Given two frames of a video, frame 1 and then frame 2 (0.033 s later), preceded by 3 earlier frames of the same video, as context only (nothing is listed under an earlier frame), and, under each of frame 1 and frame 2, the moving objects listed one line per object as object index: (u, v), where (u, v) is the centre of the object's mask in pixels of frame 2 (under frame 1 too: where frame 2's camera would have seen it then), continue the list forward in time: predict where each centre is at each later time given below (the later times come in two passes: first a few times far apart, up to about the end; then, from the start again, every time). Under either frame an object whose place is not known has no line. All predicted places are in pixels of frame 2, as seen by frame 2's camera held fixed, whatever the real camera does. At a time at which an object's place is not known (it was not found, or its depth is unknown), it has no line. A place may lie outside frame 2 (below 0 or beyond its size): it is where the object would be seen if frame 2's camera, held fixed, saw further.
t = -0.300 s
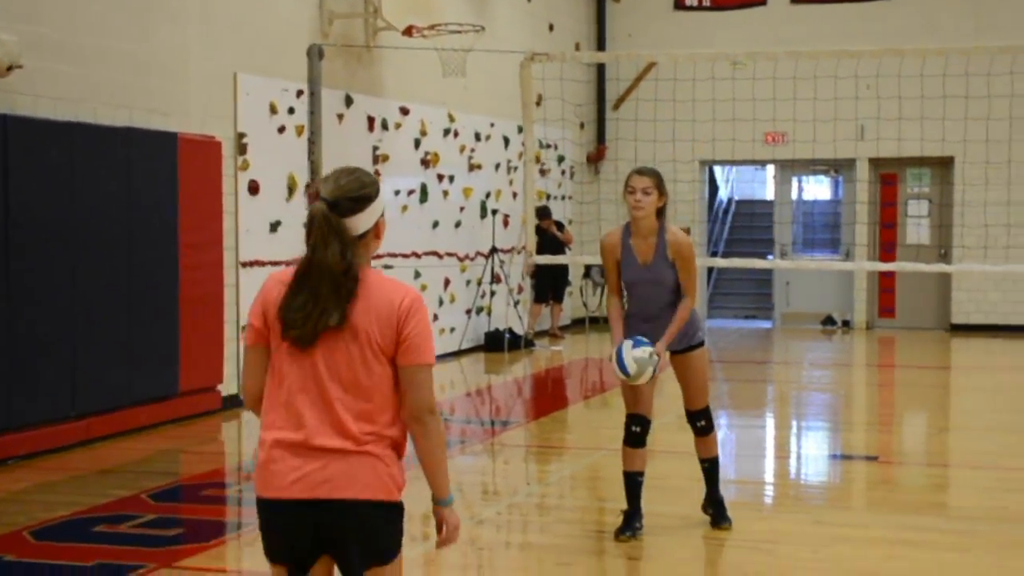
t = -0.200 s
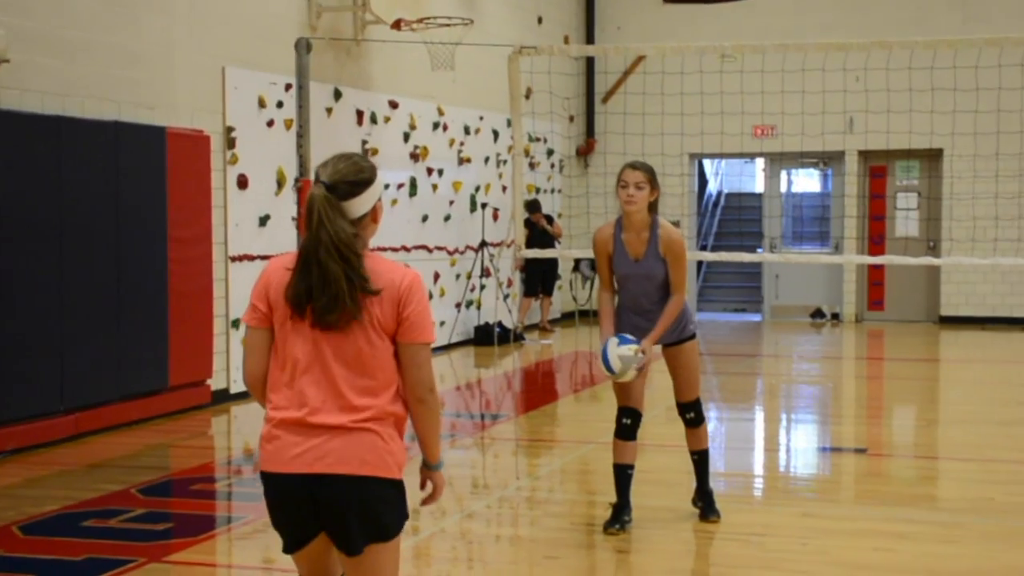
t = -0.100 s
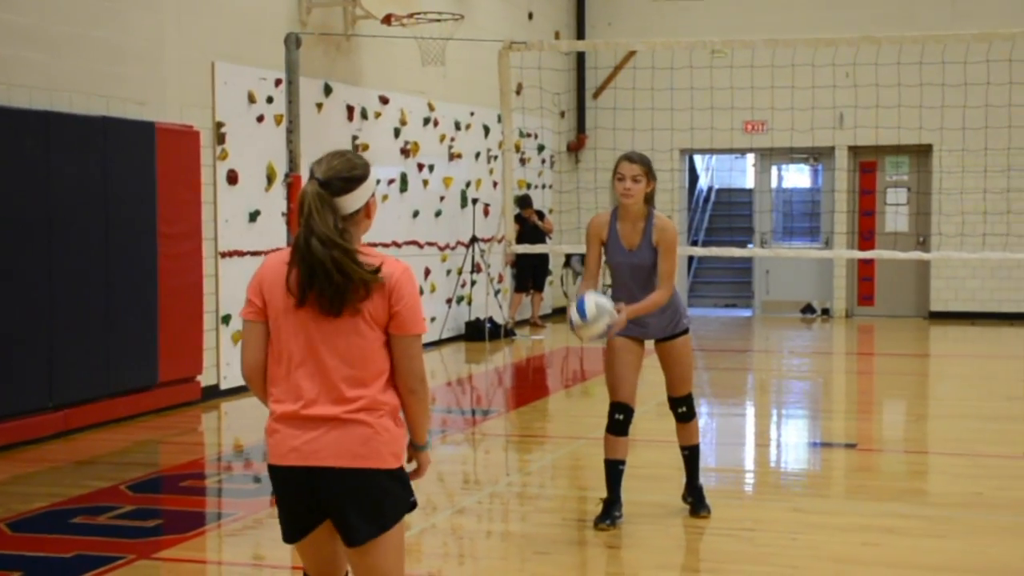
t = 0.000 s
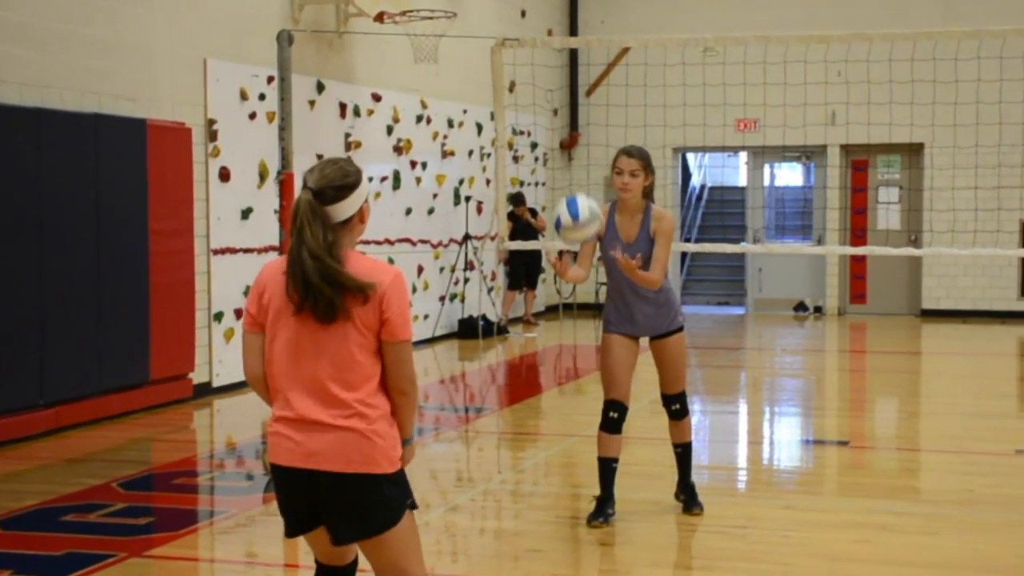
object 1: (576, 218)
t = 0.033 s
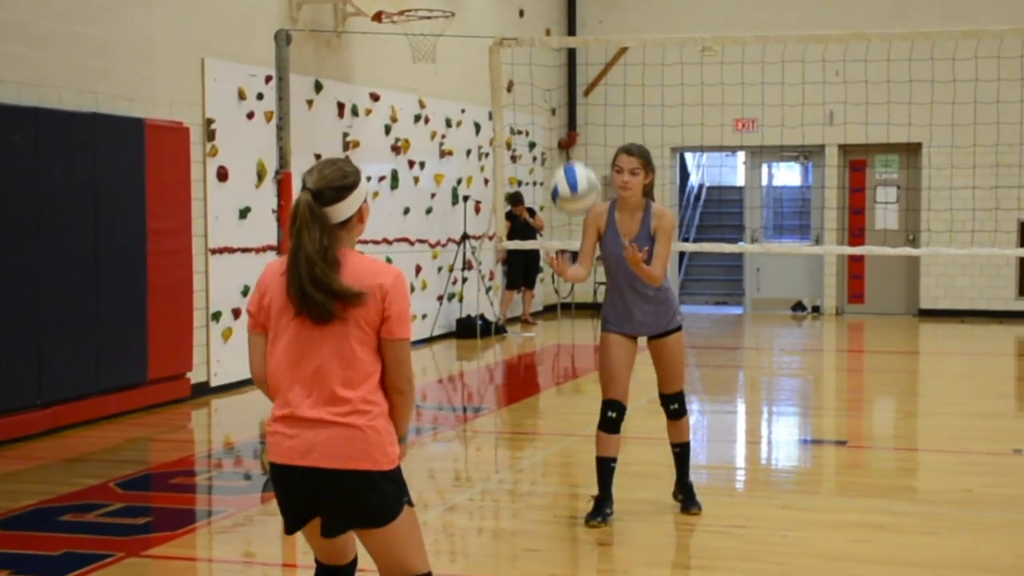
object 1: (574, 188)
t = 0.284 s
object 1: (558, 30)
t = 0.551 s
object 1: (541, 27)
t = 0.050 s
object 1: (573, 174)
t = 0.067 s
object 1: (572, 159)
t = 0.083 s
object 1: (571, 146)
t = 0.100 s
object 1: (569, 132)
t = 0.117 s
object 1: (569, 121)
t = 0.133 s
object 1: (568, 110)
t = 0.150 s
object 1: (566, 98)
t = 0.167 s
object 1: (565, 88)
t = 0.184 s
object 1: (564, 78)
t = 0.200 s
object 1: (563, 68)
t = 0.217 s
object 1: (562, 60)
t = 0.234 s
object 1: (561, 51)
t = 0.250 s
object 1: (559, 43)
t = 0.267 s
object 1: (559, 36)
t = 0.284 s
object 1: (558, 30)
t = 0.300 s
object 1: (557, 25)
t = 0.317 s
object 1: (556, 22)
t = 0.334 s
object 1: (555, 19)
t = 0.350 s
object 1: (554, 17)
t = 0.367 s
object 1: (552, 15)
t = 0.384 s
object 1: (551, 14)
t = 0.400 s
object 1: (550, 14)
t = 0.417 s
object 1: (549, 13)
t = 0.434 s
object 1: (548, 13)
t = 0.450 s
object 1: (547, 14)
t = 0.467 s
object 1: (546, 14)
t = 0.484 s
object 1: (545, 15)
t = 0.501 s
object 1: (544, 16)
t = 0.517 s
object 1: (543, 19)
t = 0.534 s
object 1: (542, 22)
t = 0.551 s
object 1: (541, 27)
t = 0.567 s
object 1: (539, 33)
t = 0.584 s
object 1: (538, 40)
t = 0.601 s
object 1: (537, 47)
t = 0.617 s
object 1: (536, 57)
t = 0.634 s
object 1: (535, 66)
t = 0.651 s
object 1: (532, 75)
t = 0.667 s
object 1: (532, 87)
